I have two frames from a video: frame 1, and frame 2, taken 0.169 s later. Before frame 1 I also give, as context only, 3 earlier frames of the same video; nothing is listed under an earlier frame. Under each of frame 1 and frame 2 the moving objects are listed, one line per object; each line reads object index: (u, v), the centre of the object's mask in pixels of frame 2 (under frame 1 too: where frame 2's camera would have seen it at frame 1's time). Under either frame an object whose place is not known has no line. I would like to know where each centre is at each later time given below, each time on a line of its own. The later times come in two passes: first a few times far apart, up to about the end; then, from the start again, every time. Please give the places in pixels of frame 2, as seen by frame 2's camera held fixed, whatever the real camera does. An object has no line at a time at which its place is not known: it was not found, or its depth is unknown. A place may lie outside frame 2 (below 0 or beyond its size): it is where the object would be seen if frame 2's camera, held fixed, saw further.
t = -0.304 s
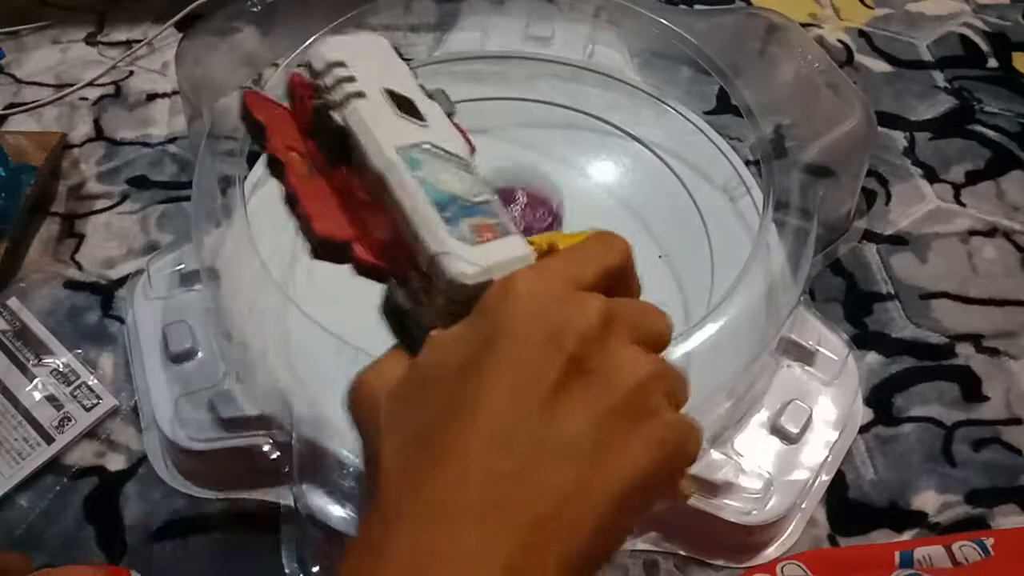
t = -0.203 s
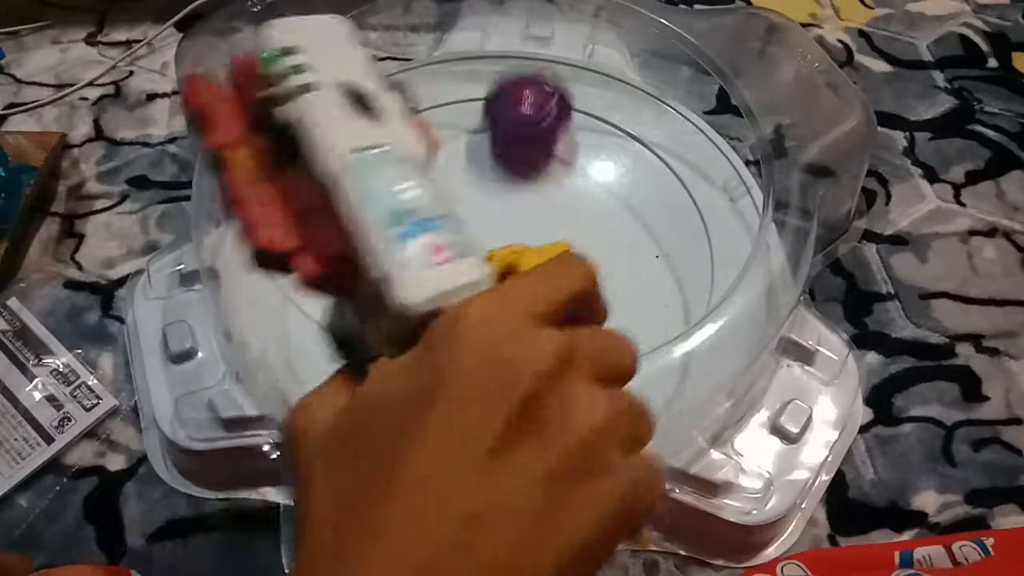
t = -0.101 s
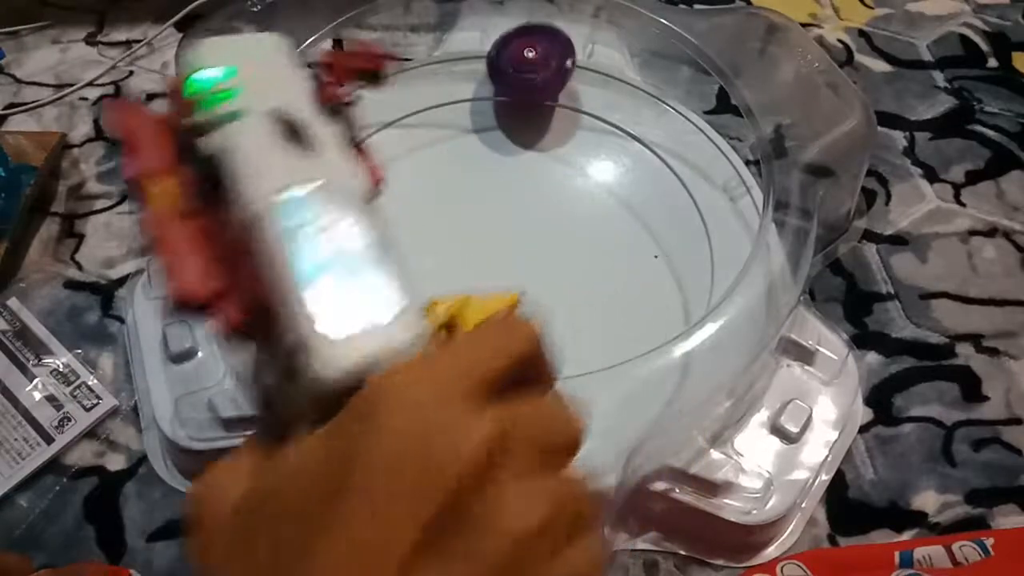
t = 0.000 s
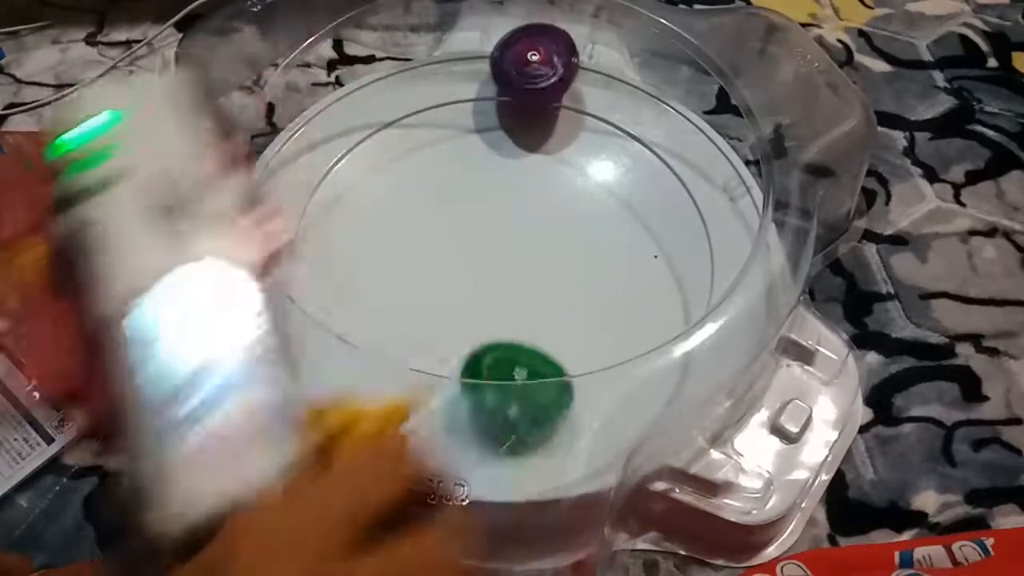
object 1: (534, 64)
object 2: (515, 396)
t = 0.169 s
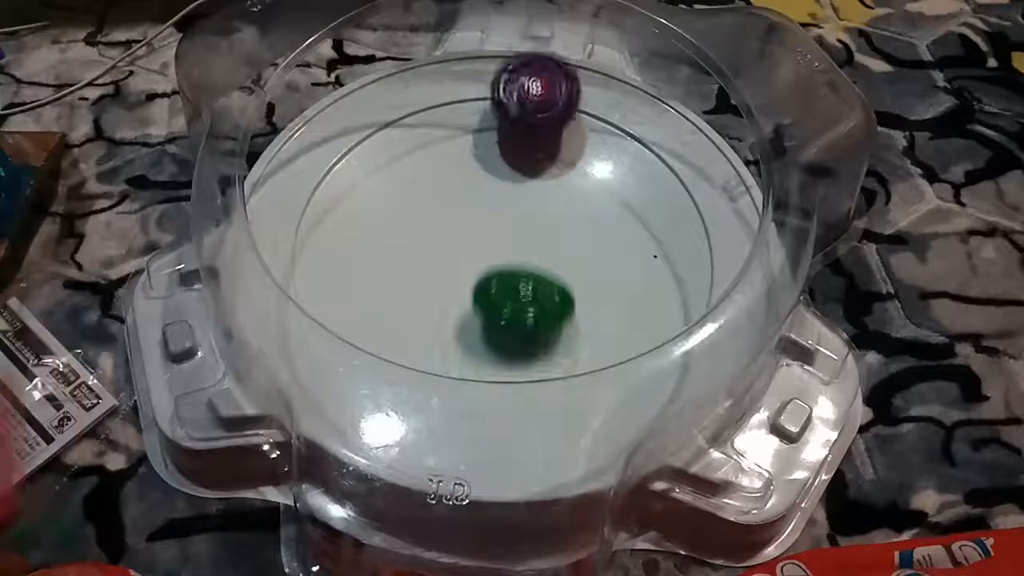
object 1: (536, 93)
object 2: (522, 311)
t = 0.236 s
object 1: (533, 122)
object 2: (525, 274)
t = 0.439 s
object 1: (485, 122)
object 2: (604, 286)
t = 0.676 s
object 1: (475, 171)
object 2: (619, 284)
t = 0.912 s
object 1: (460, 239)
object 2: (566, 246)
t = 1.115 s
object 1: (445, 281)
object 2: (567, 183)
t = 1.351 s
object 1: (476, 297)
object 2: (545, 168)
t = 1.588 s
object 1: (532, 287)
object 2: (487, 197)
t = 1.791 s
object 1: (569, 260)
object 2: (414, 215)
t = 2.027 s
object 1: (573, 220)
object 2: (369, 224)
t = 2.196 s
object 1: (550, 199)
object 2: (379, 239)
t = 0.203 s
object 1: (535, 106)
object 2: (523, 292)
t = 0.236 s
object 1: (533, 122)
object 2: (525, 274)
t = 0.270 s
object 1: (531, 137)
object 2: (528, 256)
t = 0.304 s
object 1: (527, 158)
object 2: (533, 244)
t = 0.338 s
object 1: (516, 144)
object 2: (551, 258)
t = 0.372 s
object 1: (503, 131)
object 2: (569, 271)
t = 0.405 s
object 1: (493, 123)
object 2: (587, 280)
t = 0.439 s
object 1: (485, 122)
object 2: (604, 286)
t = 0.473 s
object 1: (480, 125)
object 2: (618, 290)
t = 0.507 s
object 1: (477, 130)
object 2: (626, 291)
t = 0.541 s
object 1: (475, 136)
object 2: (630, 290)
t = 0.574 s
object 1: (475, 144)
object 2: (630, 290)
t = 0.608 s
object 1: (474, 152)
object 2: (629, 288)
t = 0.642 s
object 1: (474, 163)
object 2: (625, 286)
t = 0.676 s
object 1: (475, 171)
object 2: (619, 284)
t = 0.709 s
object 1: (475, 182)
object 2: (612, 282)
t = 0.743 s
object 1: (475, 191)
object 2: (603, 279)
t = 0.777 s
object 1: (474, 200)
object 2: (594, 275)
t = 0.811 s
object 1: (473, 210)
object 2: (584, 270)
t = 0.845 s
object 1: (472, 220)
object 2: (574, 264)
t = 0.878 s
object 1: (471, 230)
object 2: (565, 256)
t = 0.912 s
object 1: (460, 239)
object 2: (566, 246)
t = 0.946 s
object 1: (452, 246)
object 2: (568, 235)
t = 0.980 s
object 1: (447, 254)
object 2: (569, 224)
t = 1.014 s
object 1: (445, 262)
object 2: (570, 212)
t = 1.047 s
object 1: (444, 269)
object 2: (569, 201)
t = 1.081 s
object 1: (444, 275)
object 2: (569, 191)
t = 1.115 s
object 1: (445, 281)
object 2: (567, 183)
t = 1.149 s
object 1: (447, 286)
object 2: (565, 176)
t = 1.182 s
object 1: (450, 290)
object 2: (562, 171)
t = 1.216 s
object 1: (455, 293)
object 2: (559, 167)
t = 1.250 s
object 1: (459, 295)
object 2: (556, 165)
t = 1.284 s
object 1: (464, 296)
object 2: (553, 165)
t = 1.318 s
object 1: (470, 297)
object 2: (549, 165)
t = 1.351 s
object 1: (476, 297)
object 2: (545, 168)
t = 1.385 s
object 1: (483, 297)
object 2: (540, 170)
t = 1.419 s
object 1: (491, 296)
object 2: (534, 174)
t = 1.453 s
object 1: (499, 295)
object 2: (527, 179)
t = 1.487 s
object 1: (507, 293)
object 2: (518, 184)
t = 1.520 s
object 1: (516, 292)
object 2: (509, 188)
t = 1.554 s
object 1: (524, 290)
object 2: (498, 193)
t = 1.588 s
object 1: (532, 287)
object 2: (487, 197)
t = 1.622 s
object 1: (540, 284)
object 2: (475, 202)
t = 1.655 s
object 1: (547, 280)
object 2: (462, 206)
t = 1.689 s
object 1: (553, 276)
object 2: (450, 209)
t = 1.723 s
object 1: (559, 271)
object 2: (437, 212)
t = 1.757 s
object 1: (564, 265)
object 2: (425, 213)
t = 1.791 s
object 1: (569, 260)
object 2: (414, 215)
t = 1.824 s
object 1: (572, 255)
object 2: (404, 217)
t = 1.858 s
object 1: (574, 249)
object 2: (394, 218)
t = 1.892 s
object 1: (576, 243)
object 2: (386, 219)
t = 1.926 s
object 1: (576, 237)
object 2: (380, 220)
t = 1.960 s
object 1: (576, 232)
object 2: (375, 221)
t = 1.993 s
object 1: (574, 226)
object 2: (371, 223)
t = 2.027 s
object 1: (573, 220)
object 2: (369, 224)
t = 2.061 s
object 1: (569, 214)
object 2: (368, 226)
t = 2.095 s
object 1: (565, 210)
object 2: (369, 229)
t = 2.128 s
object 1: (561, 206)
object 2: (371, 232)
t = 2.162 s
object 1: (555, 203)
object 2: (374, 235)
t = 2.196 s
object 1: (550, 199)
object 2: (379, 239)
